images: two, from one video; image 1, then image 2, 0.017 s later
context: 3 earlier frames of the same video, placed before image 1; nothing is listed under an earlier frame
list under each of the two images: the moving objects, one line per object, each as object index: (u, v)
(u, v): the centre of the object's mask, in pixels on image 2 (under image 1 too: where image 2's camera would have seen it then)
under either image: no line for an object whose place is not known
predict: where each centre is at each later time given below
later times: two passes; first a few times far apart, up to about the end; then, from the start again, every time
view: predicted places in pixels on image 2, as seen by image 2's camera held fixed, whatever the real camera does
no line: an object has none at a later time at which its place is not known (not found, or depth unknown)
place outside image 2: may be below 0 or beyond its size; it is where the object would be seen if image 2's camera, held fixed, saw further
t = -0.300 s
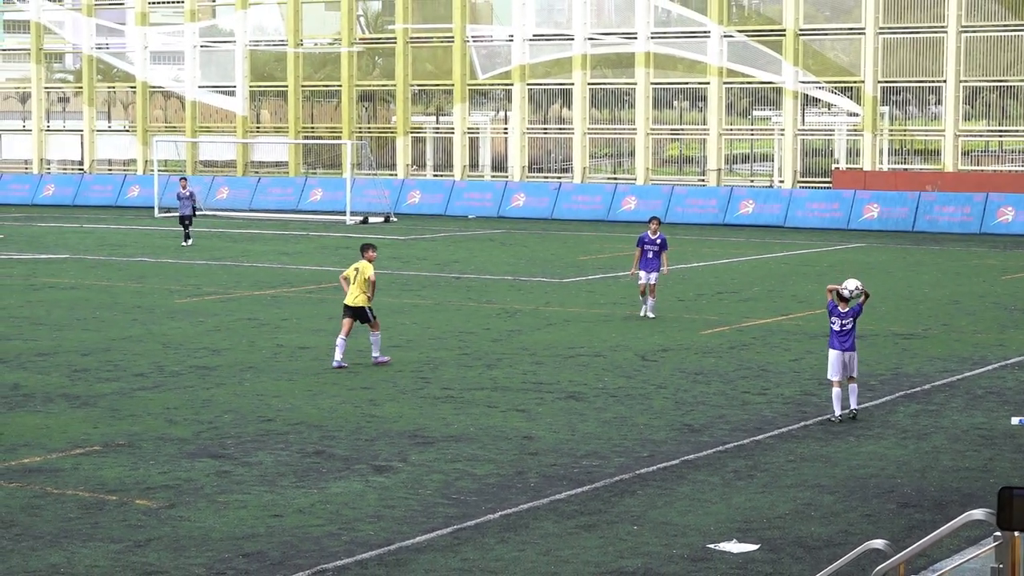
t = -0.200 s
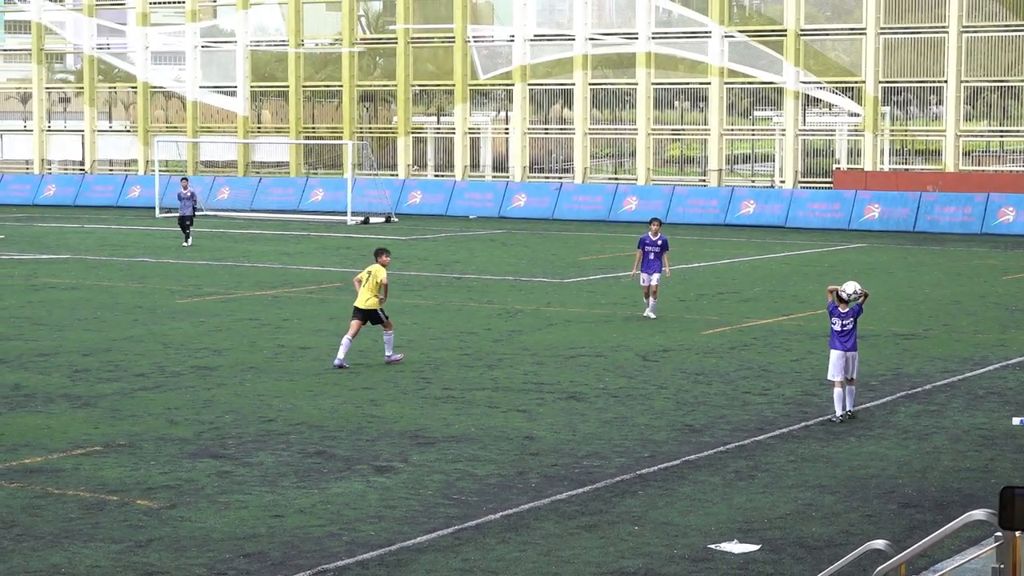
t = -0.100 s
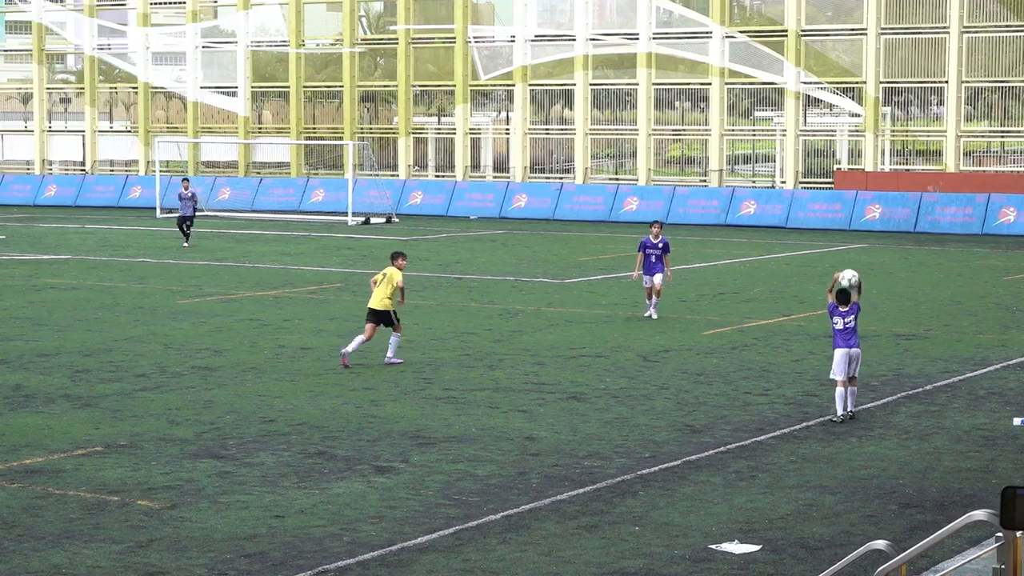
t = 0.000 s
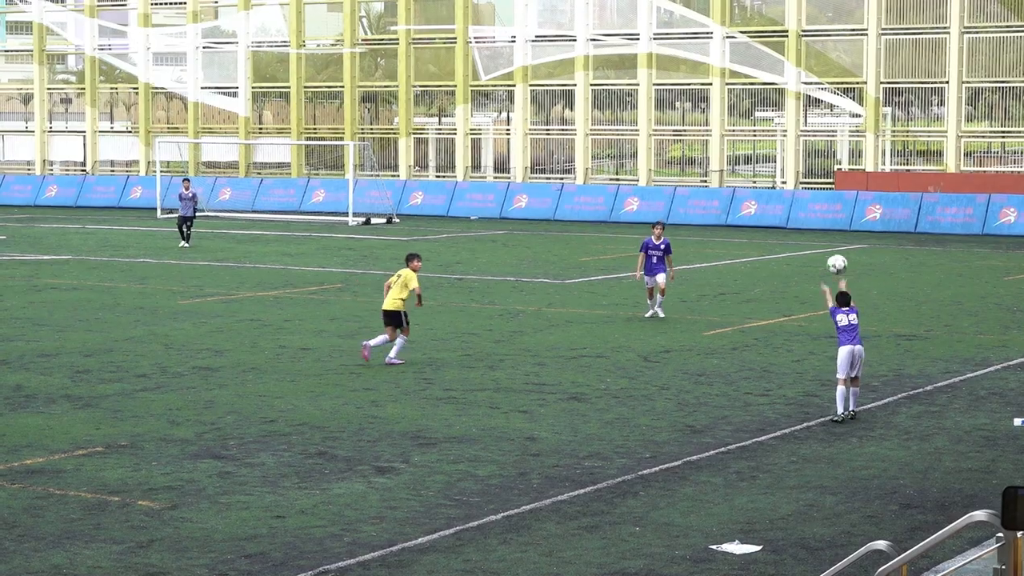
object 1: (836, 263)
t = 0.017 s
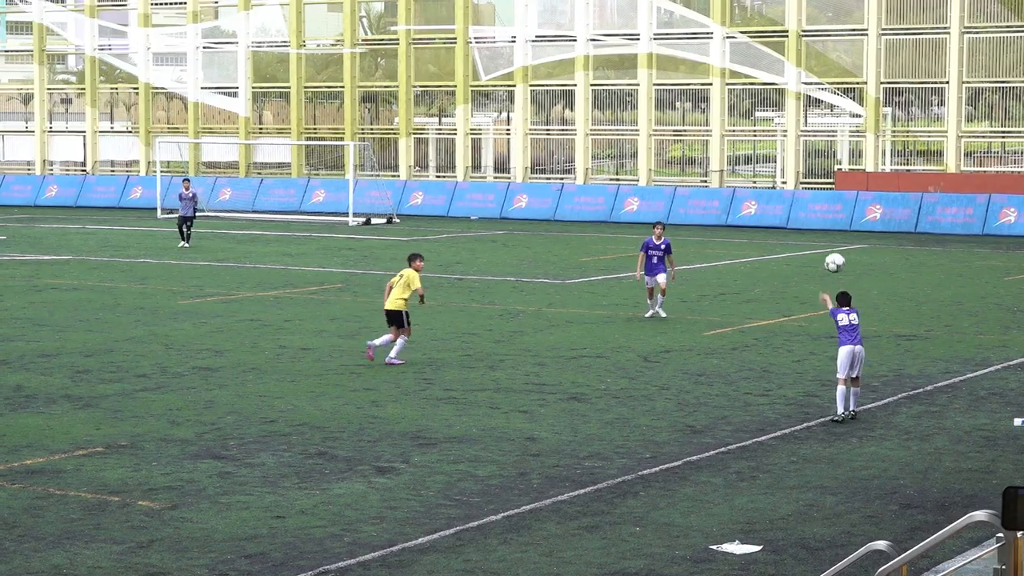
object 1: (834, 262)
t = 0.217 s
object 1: (805, 260)
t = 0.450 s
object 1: (775, 299)
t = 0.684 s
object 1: (748, 371)
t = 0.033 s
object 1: (831, 260)
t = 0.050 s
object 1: (829, 260)
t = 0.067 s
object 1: (827, 259)
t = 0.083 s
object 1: (825, 258)
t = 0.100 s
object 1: (822, 258)
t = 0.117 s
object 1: (820, 258)
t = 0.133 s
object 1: (818, 257)
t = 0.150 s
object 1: (815, 257)
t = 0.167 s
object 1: (813, 258)
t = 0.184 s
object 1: (811, 259)
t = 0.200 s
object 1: (808, 260)
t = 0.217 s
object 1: (805, 260)
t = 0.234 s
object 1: (803, 261)
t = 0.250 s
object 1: (801, 263)
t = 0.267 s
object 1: (798, 265)
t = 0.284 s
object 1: (796, 267)
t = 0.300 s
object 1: (794, 270)
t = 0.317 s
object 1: (792, 272)
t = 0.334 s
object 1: (789, 275)
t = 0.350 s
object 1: (787, 278)
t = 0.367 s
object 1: (785, 280)
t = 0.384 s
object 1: (782, 284)
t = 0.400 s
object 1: (780, 287)
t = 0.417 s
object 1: (778, 292)
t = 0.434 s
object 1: (776, 295)
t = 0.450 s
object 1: (775, 299)
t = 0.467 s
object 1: (773, 304)
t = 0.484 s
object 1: (771, 309)
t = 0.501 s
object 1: (768, 313)
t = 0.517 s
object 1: (766, 319)
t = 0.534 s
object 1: (764, 324)
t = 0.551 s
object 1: (763, 329)
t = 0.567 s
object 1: (761, 336)
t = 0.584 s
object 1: (758, 341)
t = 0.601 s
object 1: (757, 347)
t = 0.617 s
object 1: (755, 354)
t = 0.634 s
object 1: (753, 360)
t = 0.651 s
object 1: (751, 366)
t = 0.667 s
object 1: (750, 374)
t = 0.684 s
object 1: (748, 371)
